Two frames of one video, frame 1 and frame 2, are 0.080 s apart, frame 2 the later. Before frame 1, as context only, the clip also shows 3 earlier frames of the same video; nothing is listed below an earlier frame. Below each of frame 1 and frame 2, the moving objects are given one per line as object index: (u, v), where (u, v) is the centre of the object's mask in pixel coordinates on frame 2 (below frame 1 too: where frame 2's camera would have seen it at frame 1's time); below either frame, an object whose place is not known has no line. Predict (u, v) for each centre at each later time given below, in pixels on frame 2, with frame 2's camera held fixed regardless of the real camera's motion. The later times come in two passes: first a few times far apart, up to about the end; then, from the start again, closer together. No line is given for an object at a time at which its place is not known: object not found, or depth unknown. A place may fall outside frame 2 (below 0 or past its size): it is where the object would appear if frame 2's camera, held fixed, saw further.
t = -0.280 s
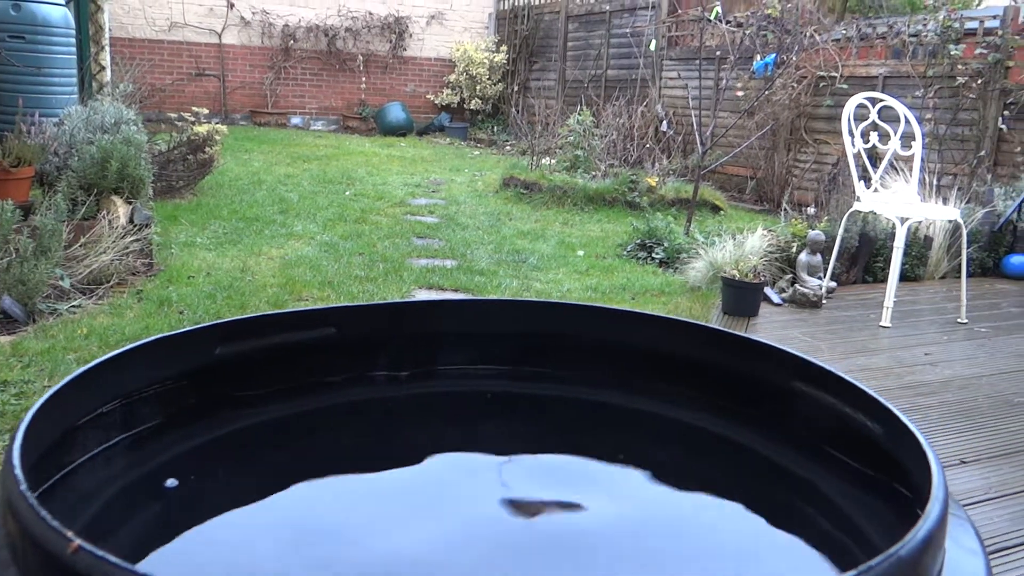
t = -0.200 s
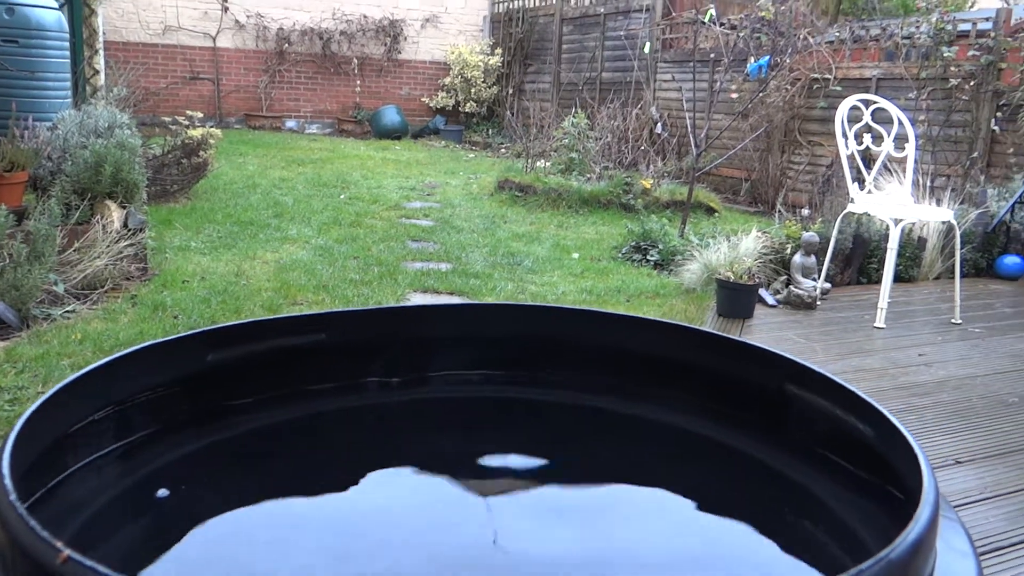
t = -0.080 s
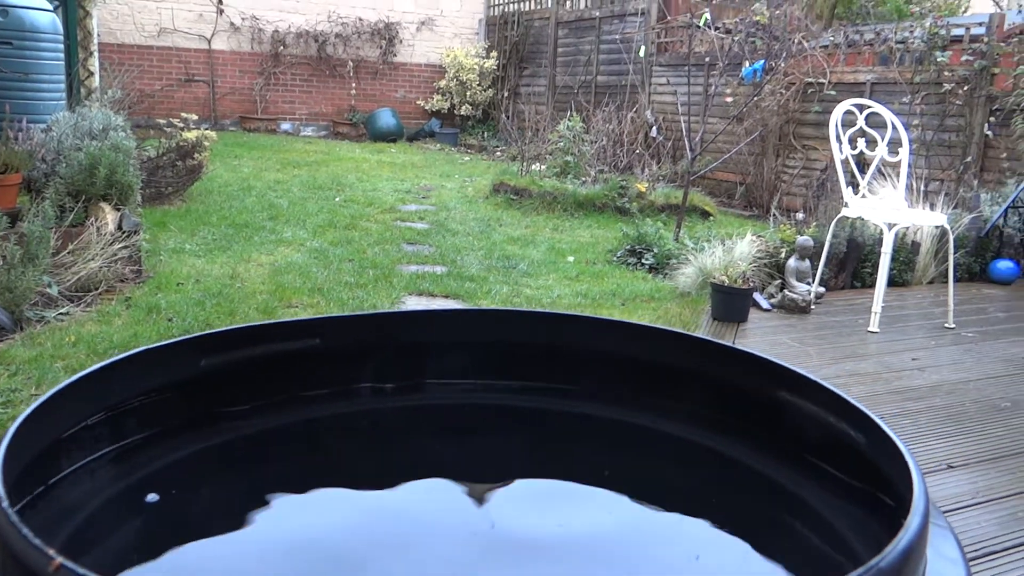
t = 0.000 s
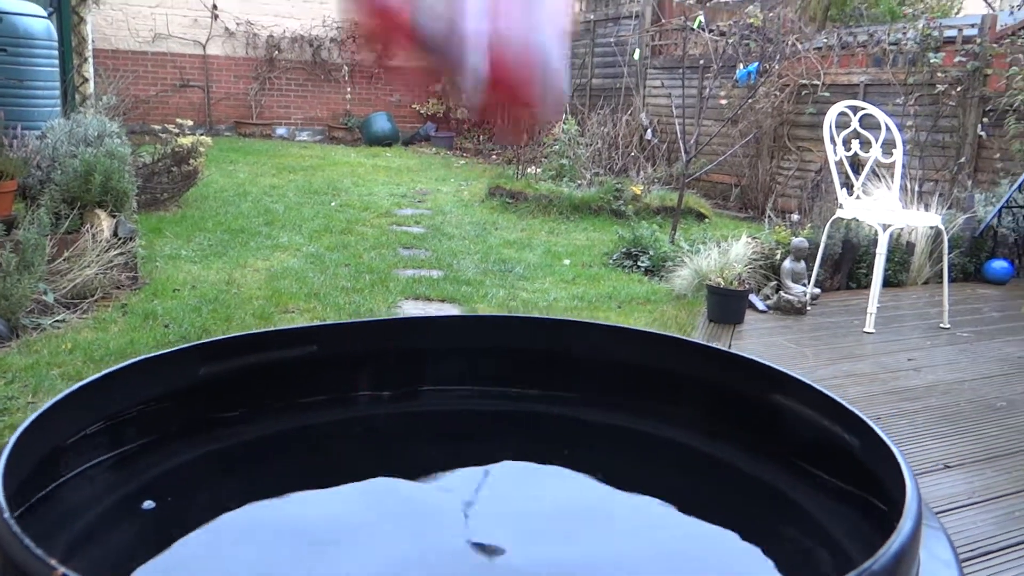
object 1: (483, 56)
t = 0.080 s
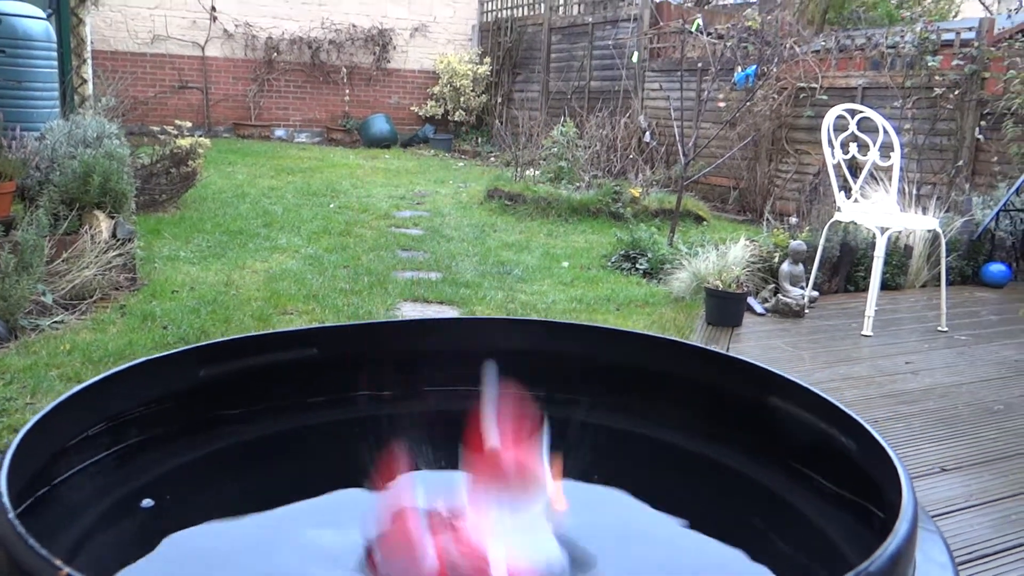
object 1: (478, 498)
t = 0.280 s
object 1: (580, 511)
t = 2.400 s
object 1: (669, 439)
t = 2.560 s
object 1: (649, 436)
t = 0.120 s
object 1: (527, 537)
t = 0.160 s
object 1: (540, 545)
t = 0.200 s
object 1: (553, 546)
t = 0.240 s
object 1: (566, 536)
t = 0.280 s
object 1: (580, 511)
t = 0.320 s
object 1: (578, 465)
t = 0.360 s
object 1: (591, 435)
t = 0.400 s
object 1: (603, 431)
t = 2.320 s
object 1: (677, 441)
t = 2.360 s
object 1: (674, 440)
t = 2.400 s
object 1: (669, 439)
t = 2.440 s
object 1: (666, 438)
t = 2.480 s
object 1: (661, 437)
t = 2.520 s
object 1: (655, 437)
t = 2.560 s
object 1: (649, 436)
